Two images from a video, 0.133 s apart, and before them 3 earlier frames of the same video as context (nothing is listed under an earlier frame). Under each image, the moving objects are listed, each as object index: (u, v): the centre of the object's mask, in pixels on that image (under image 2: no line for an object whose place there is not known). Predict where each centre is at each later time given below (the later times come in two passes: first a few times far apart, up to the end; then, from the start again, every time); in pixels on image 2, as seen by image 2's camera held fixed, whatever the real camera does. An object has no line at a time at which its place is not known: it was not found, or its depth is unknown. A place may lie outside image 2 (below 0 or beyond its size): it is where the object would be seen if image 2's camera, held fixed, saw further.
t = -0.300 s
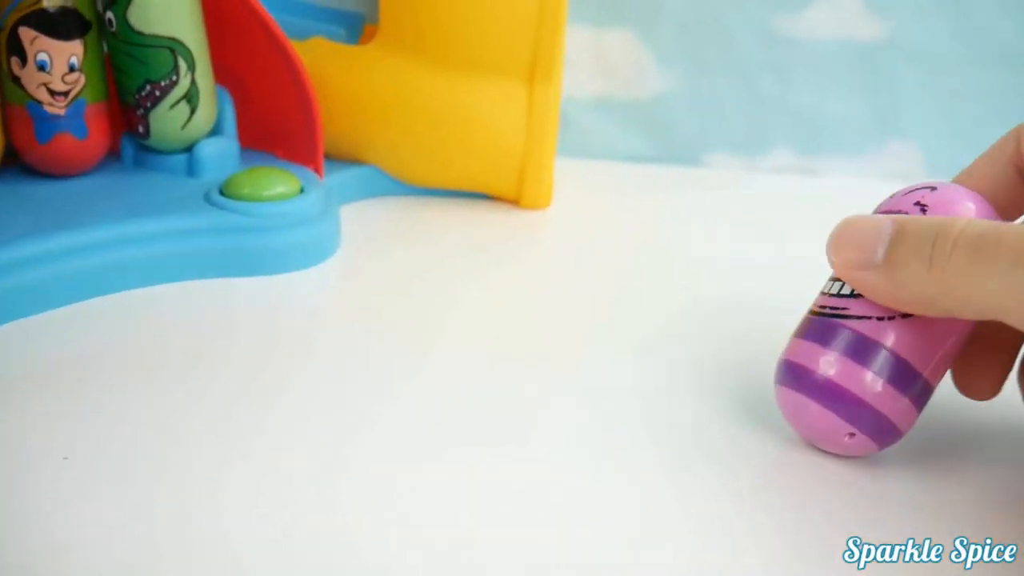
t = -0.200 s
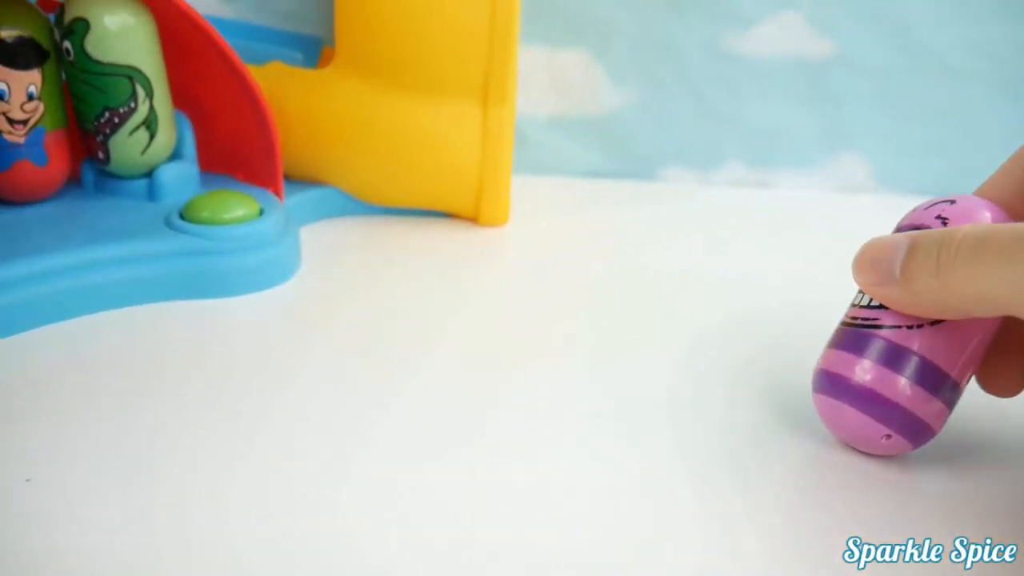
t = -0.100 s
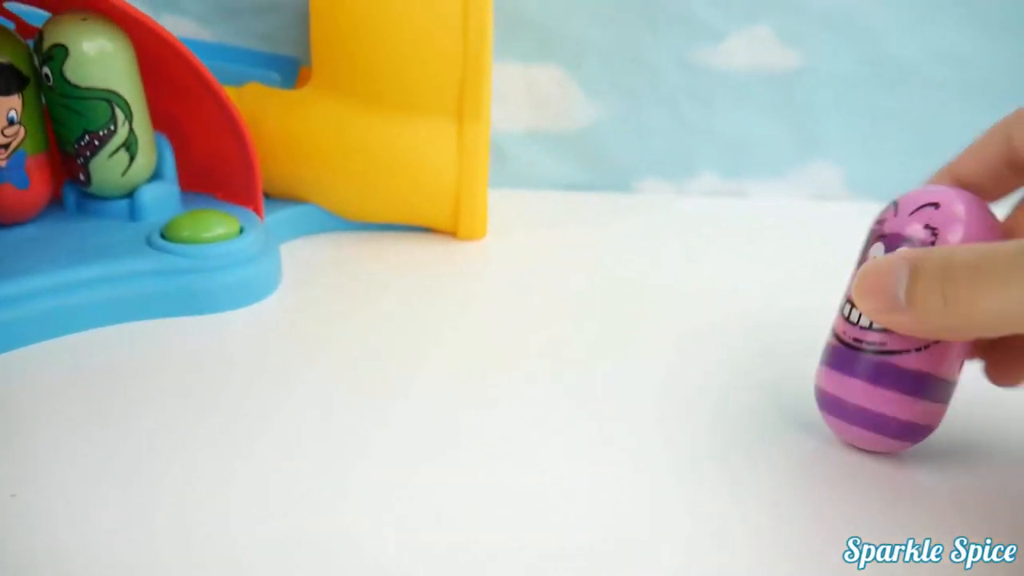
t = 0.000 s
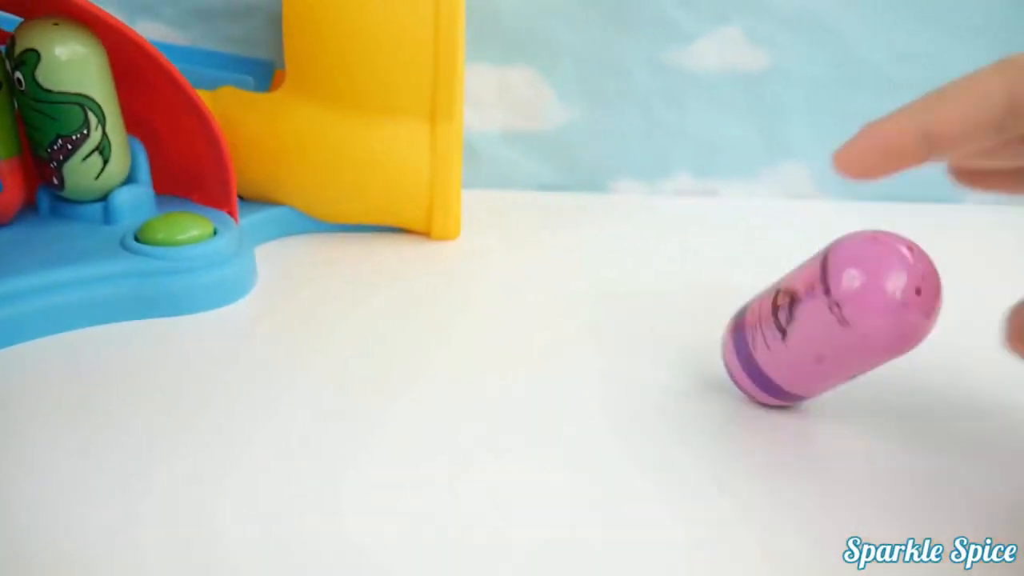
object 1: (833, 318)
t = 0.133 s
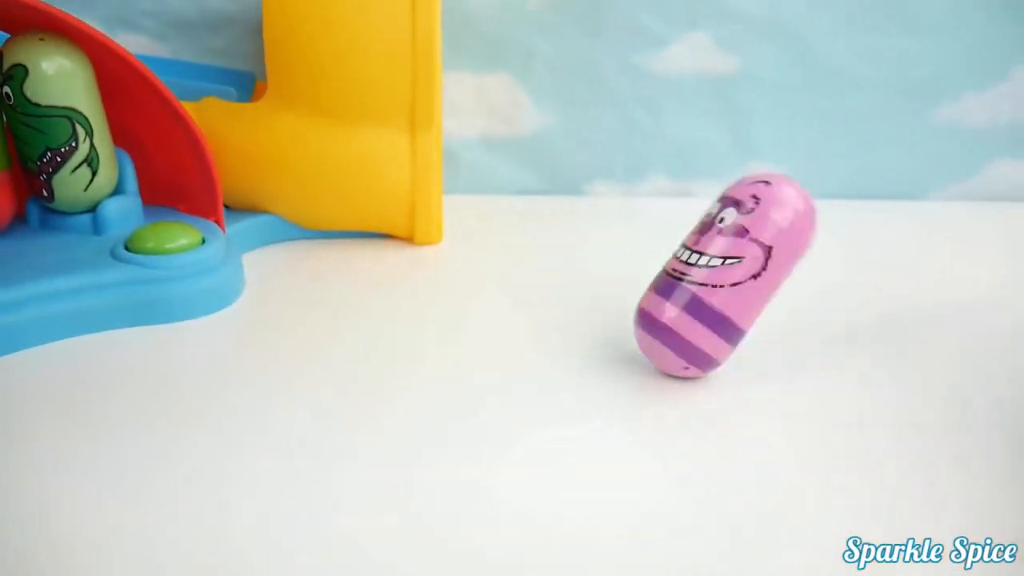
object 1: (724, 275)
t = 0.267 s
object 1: (600, 285)
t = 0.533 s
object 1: (606, 268)
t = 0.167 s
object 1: (691, 269)
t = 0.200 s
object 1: (658, 268)
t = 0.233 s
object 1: (625, 273)
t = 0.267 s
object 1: (600, 285)
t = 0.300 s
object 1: (585, 300)
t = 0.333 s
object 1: (582, 315)
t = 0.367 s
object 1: (589, 325)
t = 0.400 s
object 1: (604, 329)
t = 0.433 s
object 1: (619, 318)
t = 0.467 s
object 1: (626, 303)
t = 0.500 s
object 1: (621, 285)
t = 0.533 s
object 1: (606, 268)
